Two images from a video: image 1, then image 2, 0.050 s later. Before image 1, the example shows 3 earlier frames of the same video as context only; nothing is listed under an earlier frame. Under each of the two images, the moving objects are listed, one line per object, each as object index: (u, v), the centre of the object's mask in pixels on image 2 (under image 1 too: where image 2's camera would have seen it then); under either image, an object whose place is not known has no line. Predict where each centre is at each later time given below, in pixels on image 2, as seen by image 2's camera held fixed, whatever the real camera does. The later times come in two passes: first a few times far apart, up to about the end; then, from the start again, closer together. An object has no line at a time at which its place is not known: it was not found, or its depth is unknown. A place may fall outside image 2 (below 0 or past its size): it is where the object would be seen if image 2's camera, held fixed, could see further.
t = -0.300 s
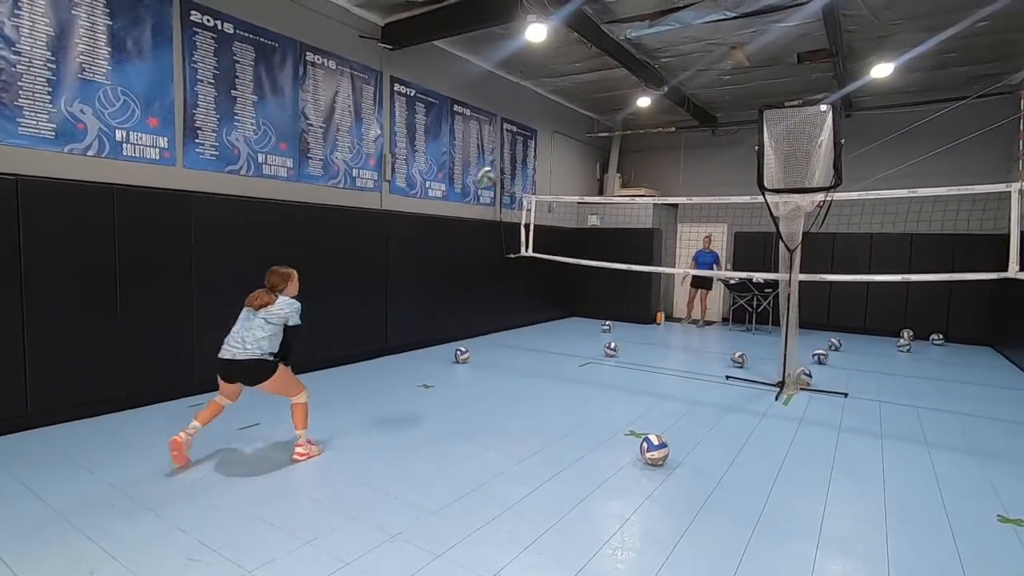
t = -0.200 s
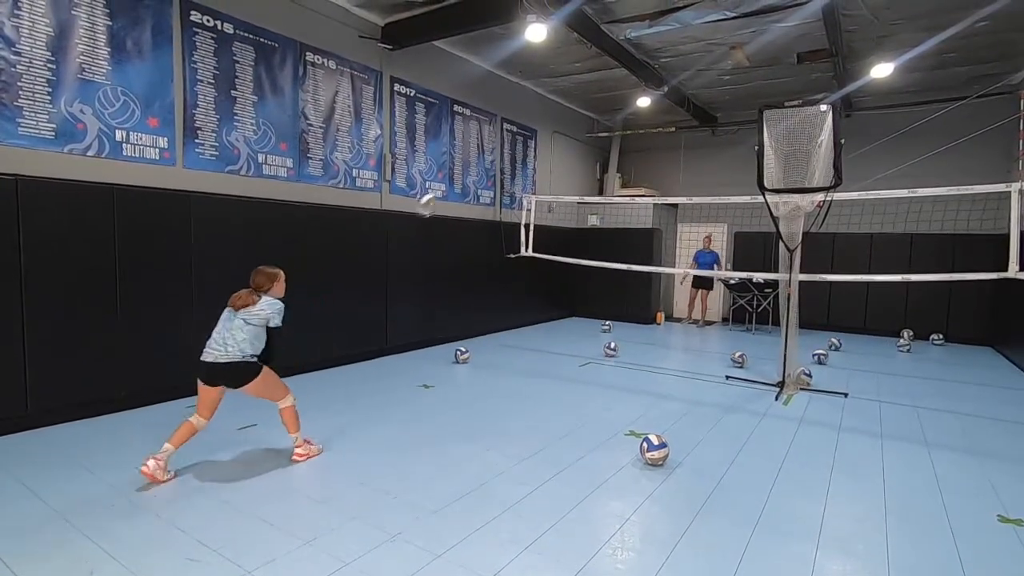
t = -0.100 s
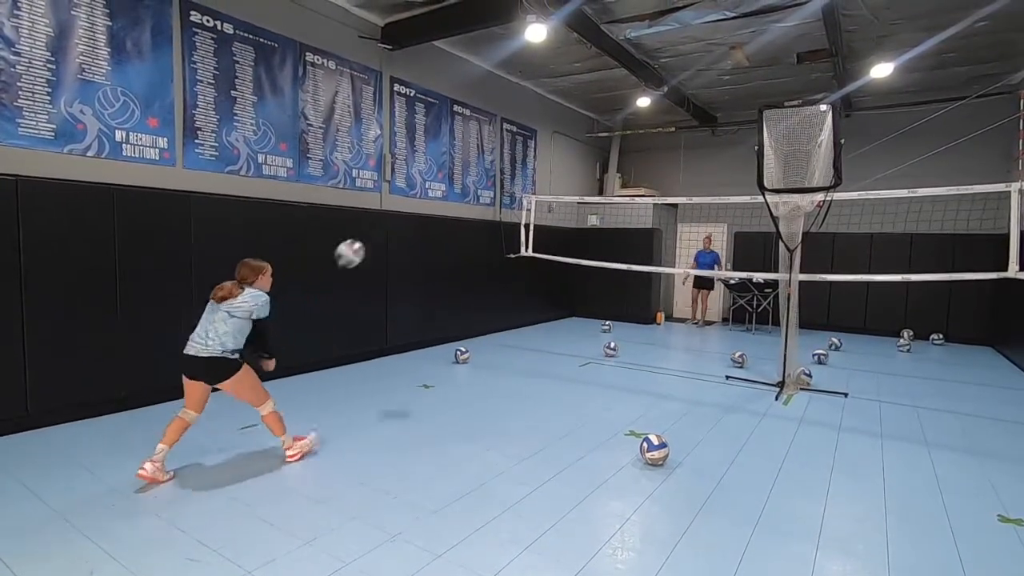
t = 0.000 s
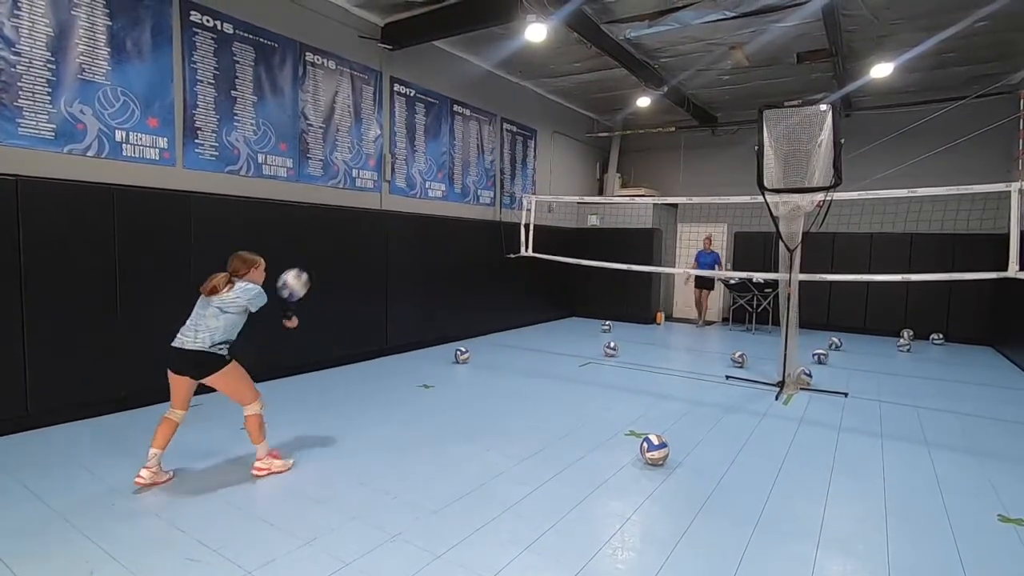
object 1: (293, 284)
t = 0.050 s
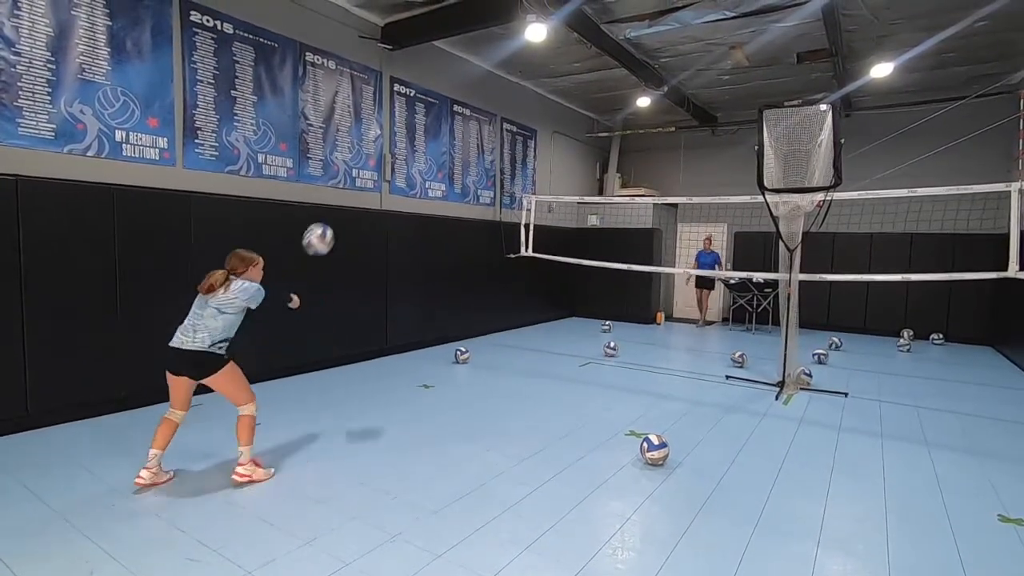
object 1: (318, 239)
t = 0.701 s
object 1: (573, 40)
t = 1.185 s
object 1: (688, 197)
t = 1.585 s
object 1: (746, 340)
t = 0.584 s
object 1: (537, 31)
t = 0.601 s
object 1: (543, 31)
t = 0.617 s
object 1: (549, 32)
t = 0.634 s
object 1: (555, 34)
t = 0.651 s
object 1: (558, 35)
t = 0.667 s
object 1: (562, 36)
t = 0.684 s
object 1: (568, 38)
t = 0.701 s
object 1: (573, 40)
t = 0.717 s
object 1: (578, 40)
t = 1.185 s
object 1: (688, 197)
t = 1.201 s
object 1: (690, 207)
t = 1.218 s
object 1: (694, 214)
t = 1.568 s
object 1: (744, 349)
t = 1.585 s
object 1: (746, 340)
